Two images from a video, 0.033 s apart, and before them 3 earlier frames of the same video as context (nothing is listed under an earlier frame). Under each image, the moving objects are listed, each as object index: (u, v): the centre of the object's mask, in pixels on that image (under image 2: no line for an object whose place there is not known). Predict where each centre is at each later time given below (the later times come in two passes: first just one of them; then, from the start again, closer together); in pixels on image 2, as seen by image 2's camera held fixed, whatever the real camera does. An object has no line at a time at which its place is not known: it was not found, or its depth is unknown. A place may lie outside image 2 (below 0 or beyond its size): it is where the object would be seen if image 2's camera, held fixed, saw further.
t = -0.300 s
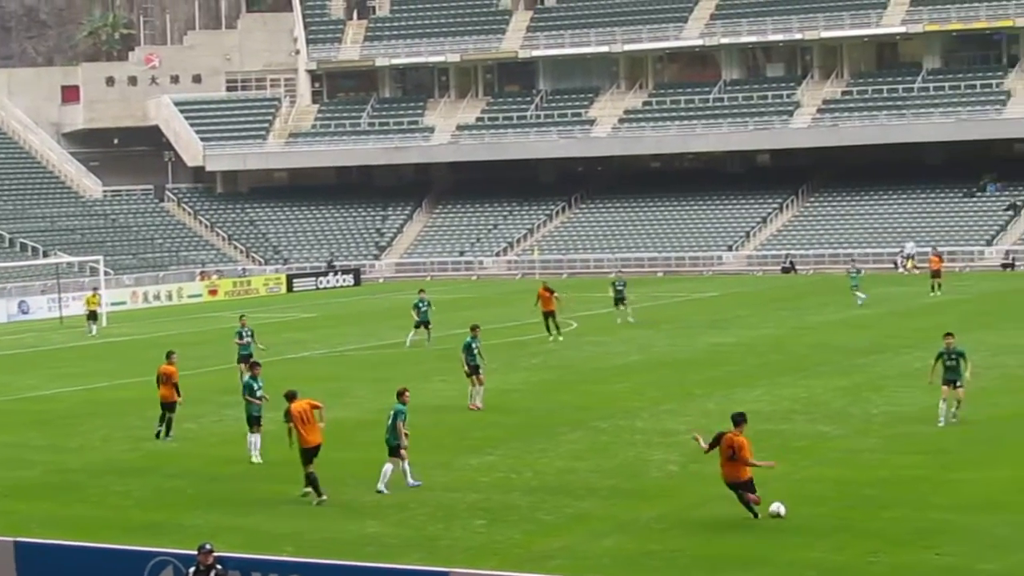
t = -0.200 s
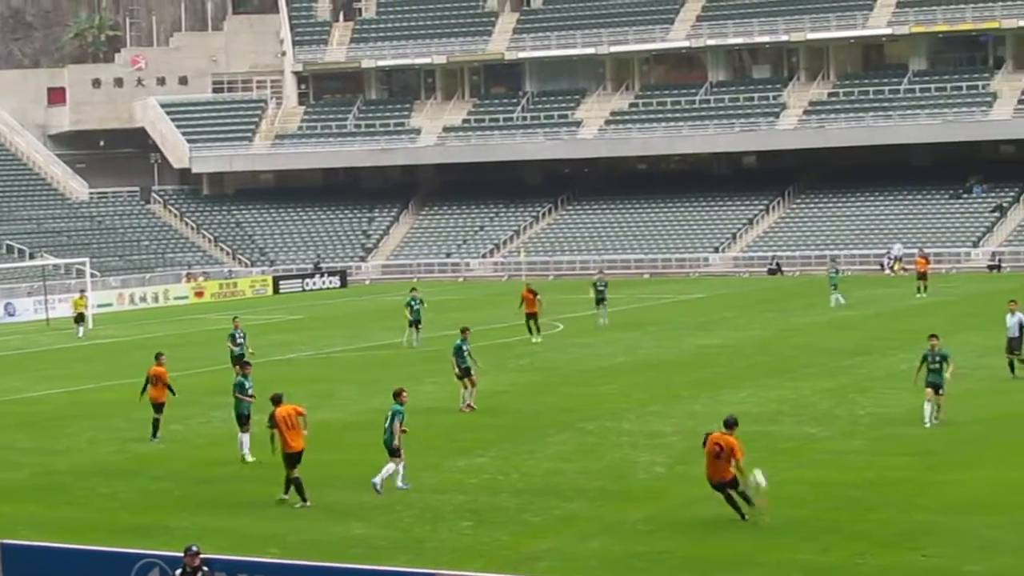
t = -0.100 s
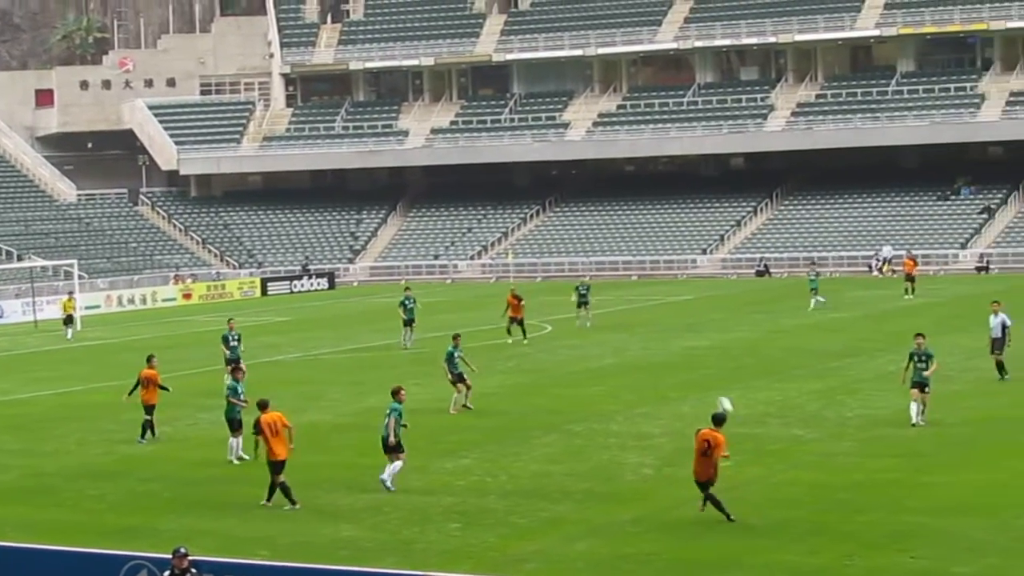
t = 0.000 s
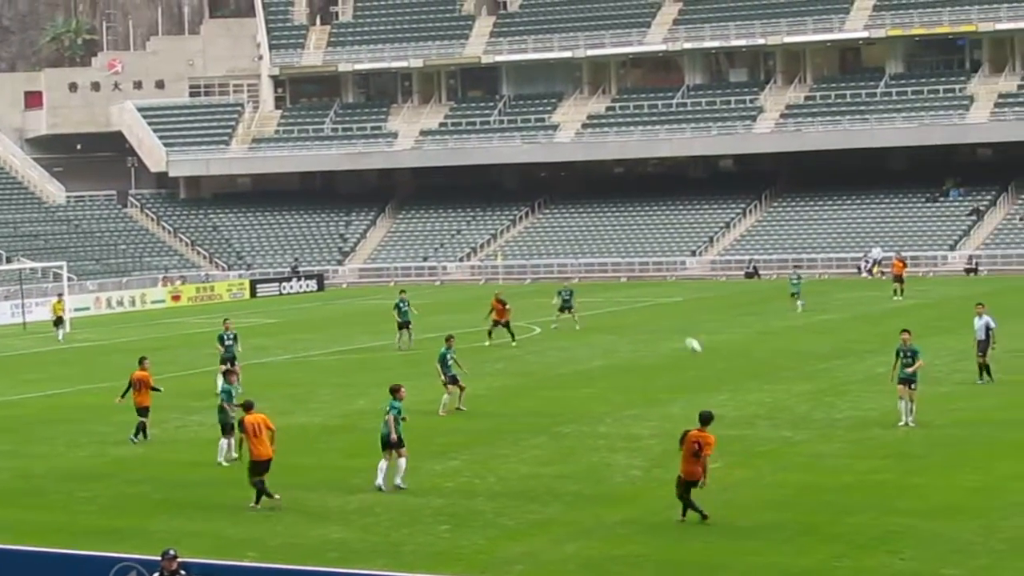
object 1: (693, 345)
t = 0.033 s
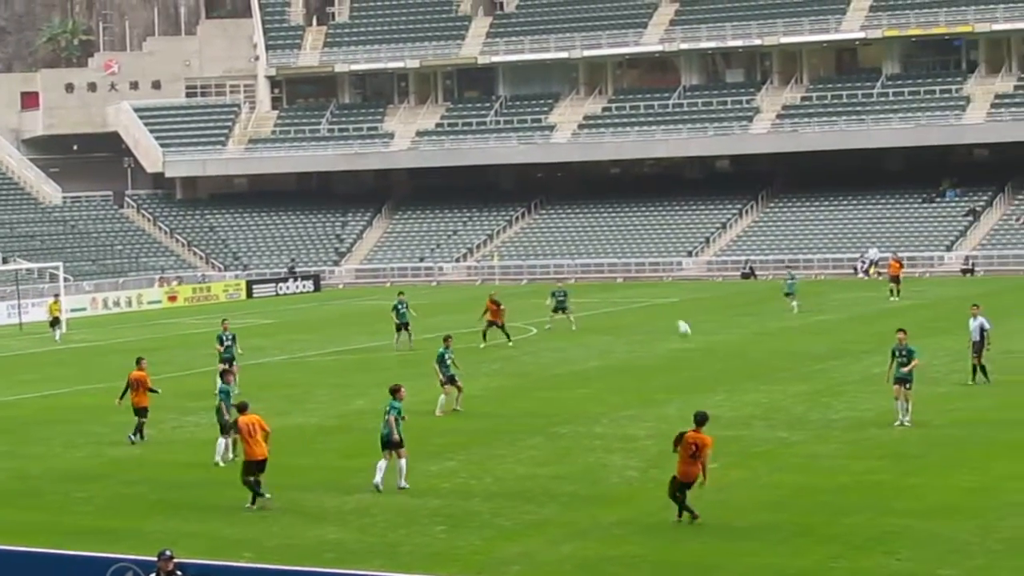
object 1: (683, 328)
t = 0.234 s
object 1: (643, 244)
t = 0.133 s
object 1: (662, 281)
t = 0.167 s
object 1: (657, 266)
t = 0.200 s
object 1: (650, 254)
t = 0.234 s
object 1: (643, 244)
